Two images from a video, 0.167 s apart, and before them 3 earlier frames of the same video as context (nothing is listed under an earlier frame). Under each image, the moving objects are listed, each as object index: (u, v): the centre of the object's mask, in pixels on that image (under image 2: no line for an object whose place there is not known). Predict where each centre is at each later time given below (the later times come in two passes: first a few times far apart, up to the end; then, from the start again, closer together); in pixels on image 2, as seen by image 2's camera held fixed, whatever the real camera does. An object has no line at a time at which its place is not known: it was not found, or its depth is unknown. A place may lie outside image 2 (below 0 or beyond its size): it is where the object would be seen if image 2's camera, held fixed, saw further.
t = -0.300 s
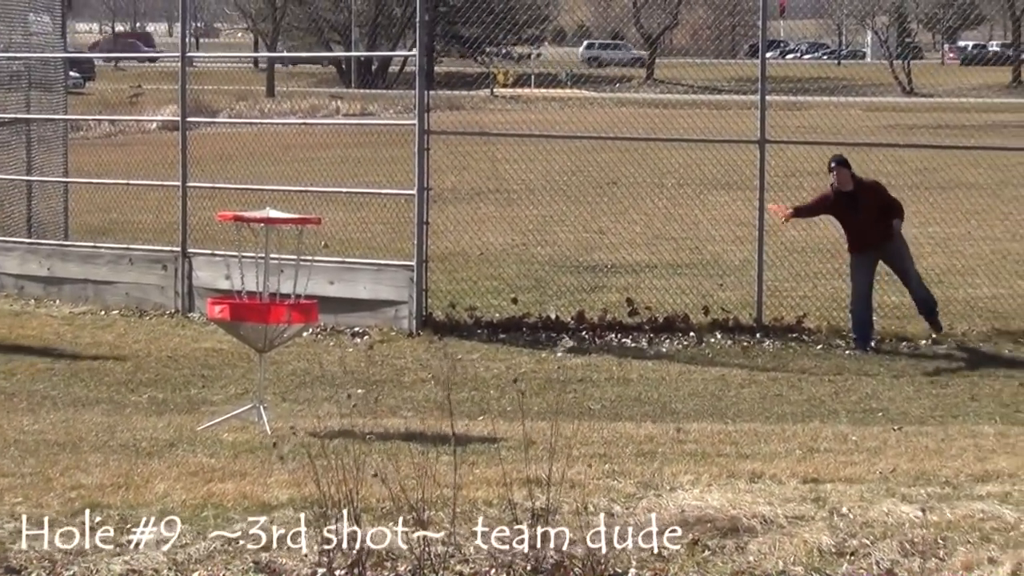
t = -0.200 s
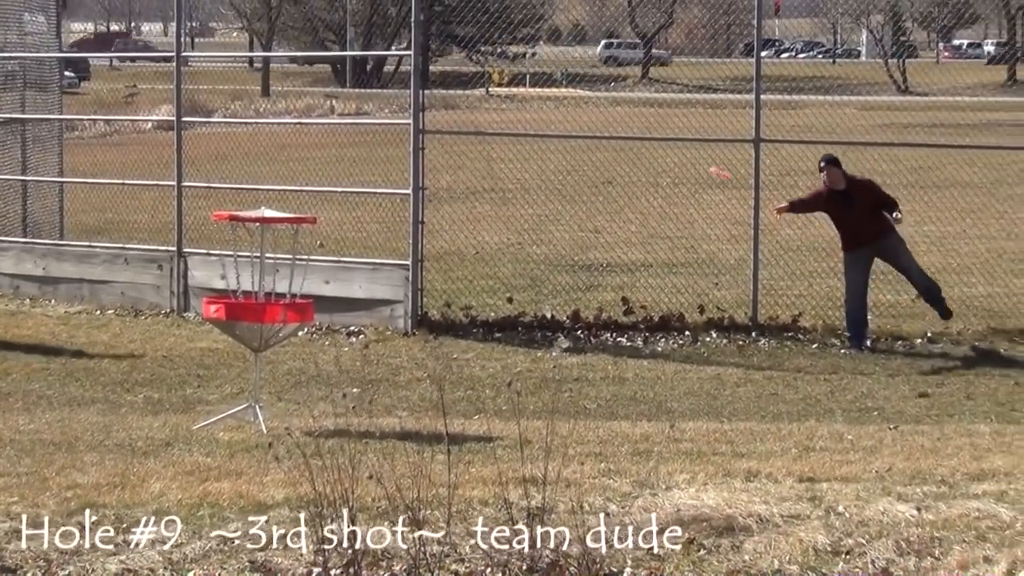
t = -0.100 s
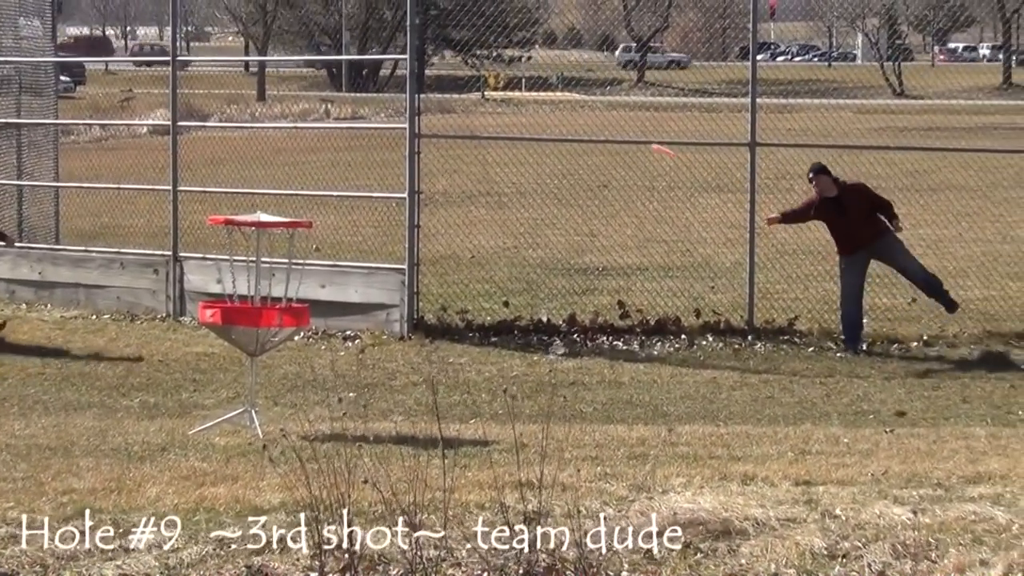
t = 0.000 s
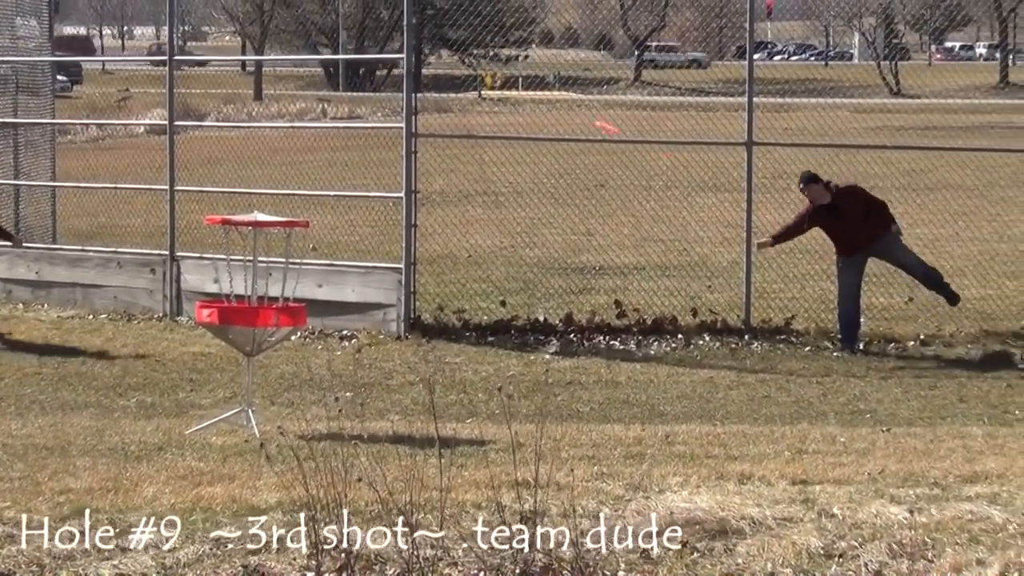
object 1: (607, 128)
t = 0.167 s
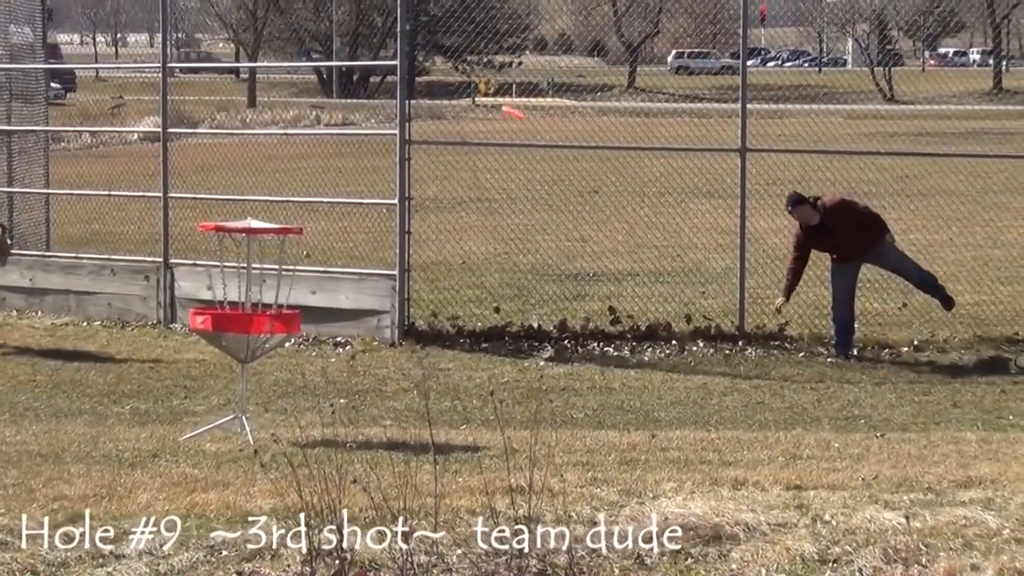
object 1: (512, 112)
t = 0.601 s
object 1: (305, 145)
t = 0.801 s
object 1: (219, 209)
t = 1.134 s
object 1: (165, 227)
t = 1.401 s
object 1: (140, 365)
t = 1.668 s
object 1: (134, 425)
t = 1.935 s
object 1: (122, 446)
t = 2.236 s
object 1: (92, 458)
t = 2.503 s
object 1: (92, 462)
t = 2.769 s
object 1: (89, 463)
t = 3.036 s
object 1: (86, 463)
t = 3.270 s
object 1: (84, 464)
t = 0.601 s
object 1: (305, 145)
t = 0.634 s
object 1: (291, 152)
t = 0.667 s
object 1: (275, 162)
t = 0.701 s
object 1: (261, 172)
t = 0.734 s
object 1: (247, 183)
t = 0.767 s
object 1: (233, 197)
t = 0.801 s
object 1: (219, 209)
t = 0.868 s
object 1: (204, 211)
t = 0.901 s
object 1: (201, 208)
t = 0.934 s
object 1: (192, 204)
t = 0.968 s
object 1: (189, 202)
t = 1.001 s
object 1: (185, 204)
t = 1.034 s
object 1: (180, 206)
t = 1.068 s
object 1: (174, 211)
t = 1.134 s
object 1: (165, 227)
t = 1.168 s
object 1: (162, 238)
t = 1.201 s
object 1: (156, 249)
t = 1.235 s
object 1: (154, 265)
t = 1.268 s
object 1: (149, 282)
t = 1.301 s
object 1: (147, 300)
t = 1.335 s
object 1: (145, 320)
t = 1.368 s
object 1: (141, 342)
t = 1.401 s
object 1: (140, 365)
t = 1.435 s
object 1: (138, 393)
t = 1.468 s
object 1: (137, 420)
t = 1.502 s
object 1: (137, 441)
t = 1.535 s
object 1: (137, 439)
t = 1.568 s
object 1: (135, 430)
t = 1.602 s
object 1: (134, 426)
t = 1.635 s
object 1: (134, 424)
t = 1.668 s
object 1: (134, 425)
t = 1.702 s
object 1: (134, 429)
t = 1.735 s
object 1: (133, 433)
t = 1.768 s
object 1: (134, 438)
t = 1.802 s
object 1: (134, 447)
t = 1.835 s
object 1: (132, 452)
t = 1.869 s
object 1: (130, 451)
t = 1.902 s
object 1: (127, 448)
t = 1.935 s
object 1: (122, 446)
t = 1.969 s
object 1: (116, 445)
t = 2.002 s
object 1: (111, 446)
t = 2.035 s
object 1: (105, 448)
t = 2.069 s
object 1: (102, 452)
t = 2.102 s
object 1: (98, 456)
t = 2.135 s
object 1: (102, 459)
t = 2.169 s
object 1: (93, 459)
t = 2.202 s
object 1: (92, 458)
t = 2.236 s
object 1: (92, 458)
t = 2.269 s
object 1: (90, 459)
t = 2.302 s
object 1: (92, 460)
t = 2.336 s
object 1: (94, 461)
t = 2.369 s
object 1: (94, 462)
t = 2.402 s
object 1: (94, 461)
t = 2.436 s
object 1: (94, 462)
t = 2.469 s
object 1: (92, 462)
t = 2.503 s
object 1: (92, 462)
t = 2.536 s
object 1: (91, 462)
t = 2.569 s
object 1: (90, 462)
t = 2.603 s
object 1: (89, 462)
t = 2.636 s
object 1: (89, 462)
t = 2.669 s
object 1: (88, 463)
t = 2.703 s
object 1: (88, 462)
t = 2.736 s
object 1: (88, 463)
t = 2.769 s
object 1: (89, 463)
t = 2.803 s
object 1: (88, 463)
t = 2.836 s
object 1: (88, 463)
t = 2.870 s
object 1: (88, 463)
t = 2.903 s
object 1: (87, 463)
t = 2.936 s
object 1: (88, 463)
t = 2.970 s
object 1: (87, 463)
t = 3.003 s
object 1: (87, 463)
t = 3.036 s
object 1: (86, 463)
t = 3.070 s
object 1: (87, 463)
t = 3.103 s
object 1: (87, 463)
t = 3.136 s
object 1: (87, 464)
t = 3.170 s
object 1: (84, 464)
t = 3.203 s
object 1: (84, 464)
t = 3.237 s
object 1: (86, 464)
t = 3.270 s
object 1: (84, 464)
